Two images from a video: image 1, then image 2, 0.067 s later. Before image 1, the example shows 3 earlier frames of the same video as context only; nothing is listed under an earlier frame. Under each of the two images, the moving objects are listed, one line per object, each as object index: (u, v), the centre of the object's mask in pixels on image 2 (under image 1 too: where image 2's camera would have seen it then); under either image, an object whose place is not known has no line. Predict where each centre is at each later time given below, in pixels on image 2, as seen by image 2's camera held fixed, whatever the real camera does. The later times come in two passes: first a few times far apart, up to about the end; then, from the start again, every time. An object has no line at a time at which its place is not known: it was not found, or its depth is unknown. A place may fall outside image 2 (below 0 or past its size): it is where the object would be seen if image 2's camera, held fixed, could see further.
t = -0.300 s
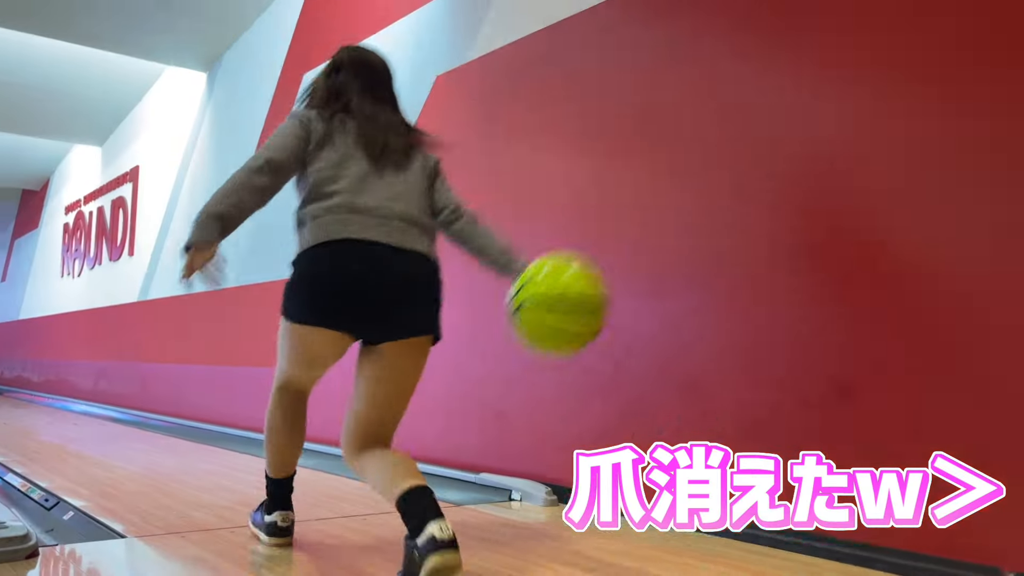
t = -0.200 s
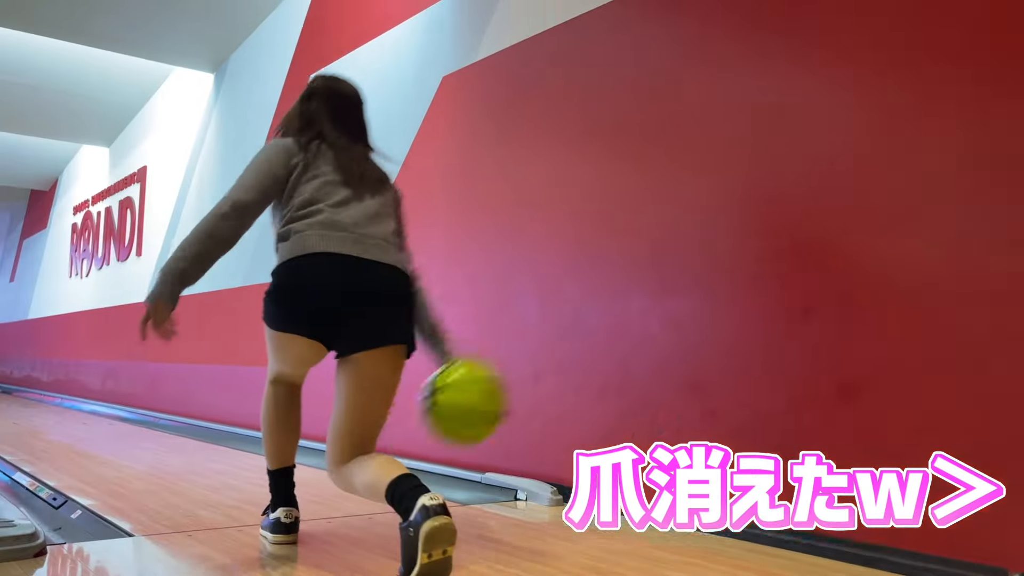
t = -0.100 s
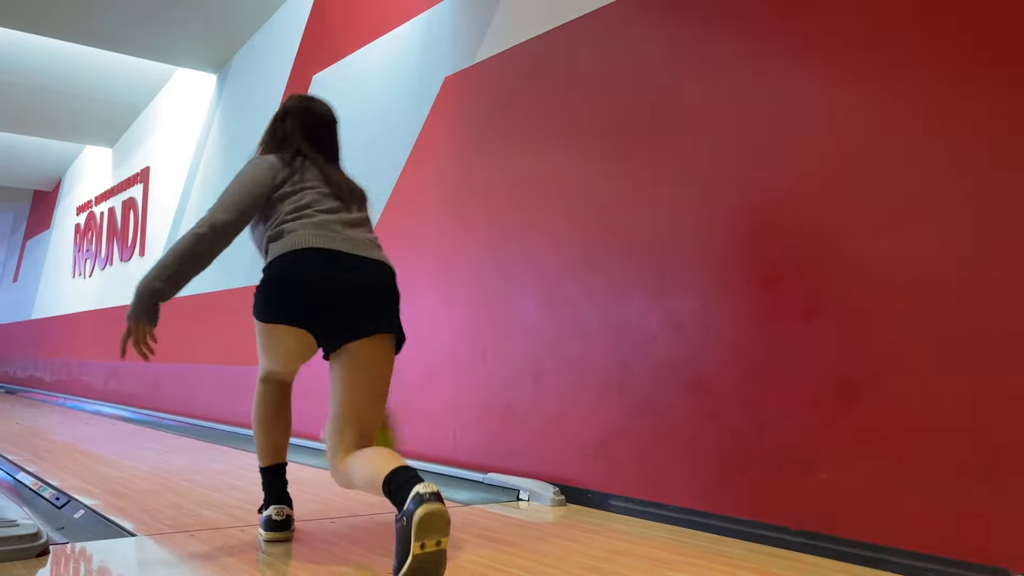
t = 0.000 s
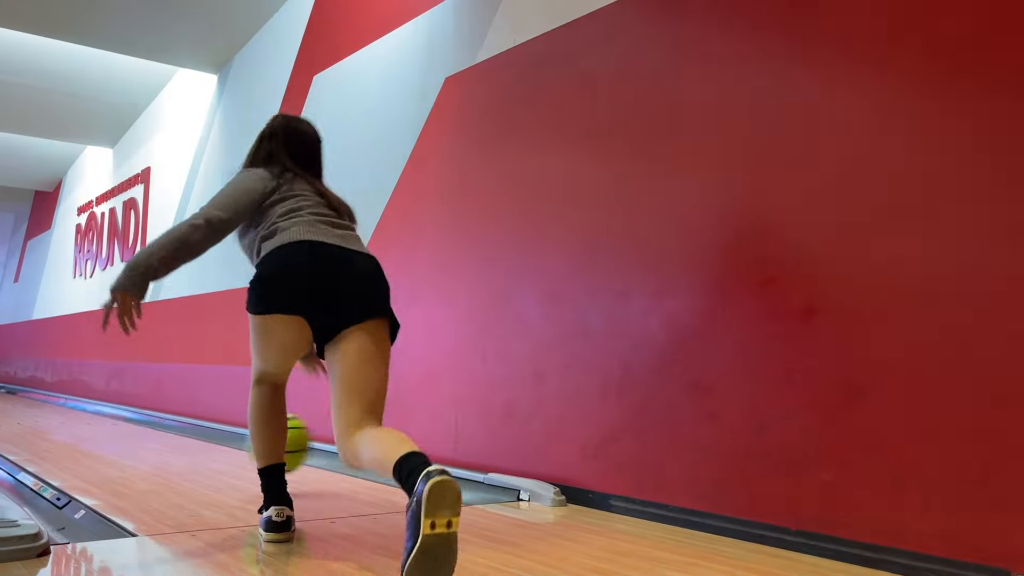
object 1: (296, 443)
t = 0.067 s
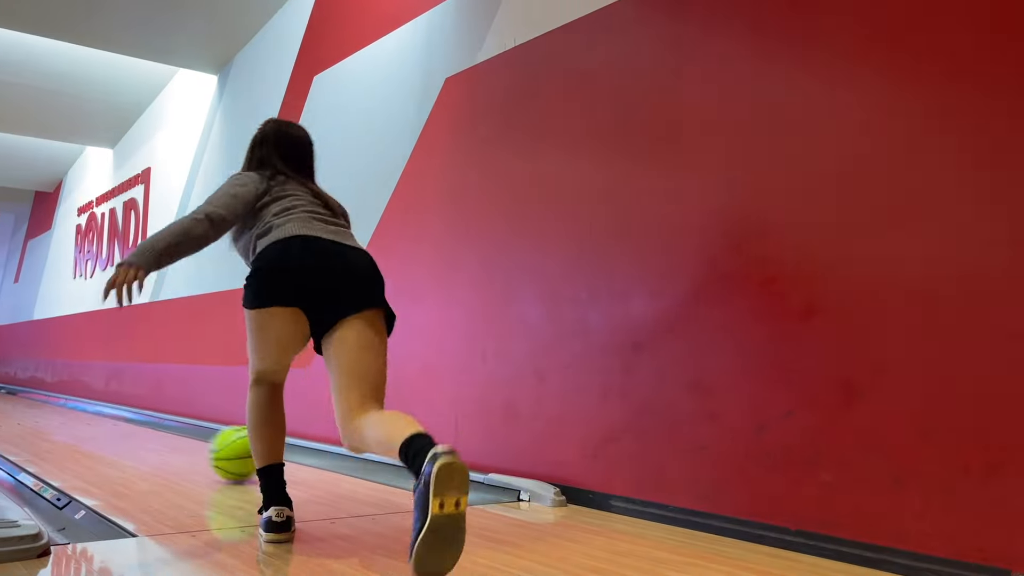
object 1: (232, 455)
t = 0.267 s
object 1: (152, 431)
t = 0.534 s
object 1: (84, 414)
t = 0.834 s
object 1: (40, 402)
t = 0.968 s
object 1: (26, 399)
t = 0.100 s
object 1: (220, 444)
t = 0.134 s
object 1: (205, 438)
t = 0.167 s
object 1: (190, 434)
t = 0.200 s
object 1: (177, 434)
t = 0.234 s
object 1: (164, 434)
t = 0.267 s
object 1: (152, 431)
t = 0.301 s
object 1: (141, 429)
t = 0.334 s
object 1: (131, 426)
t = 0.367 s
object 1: (122, 424)
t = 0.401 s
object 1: (113, 422)
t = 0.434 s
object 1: (105, 420)
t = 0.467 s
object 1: (97, 418)
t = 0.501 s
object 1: (90, 416)
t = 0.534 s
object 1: (84, 414)
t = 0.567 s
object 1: (78, 412)
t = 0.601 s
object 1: (71, 411)
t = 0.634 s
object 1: (65, 410)
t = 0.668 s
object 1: (60, 409)
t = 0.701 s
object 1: (54, 408)
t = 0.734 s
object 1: (49, 407)
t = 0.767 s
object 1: (46, 406)
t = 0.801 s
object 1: (43, 404)
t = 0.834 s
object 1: (40, 402)
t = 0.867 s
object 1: (37, 401)
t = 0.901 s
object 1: (33, 400)
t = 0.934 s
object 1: (30, 399)
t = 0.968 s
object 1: (26, 399)
